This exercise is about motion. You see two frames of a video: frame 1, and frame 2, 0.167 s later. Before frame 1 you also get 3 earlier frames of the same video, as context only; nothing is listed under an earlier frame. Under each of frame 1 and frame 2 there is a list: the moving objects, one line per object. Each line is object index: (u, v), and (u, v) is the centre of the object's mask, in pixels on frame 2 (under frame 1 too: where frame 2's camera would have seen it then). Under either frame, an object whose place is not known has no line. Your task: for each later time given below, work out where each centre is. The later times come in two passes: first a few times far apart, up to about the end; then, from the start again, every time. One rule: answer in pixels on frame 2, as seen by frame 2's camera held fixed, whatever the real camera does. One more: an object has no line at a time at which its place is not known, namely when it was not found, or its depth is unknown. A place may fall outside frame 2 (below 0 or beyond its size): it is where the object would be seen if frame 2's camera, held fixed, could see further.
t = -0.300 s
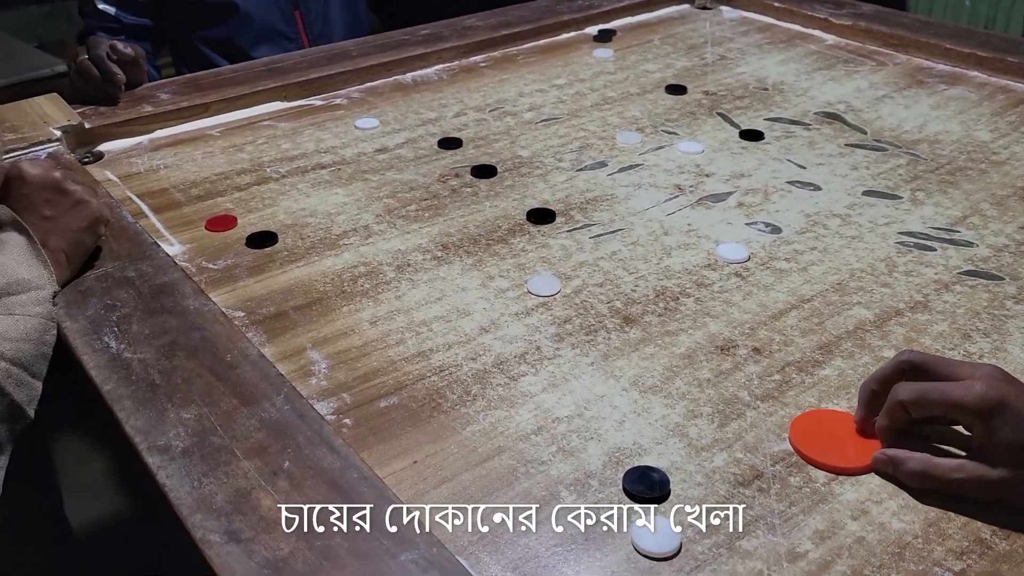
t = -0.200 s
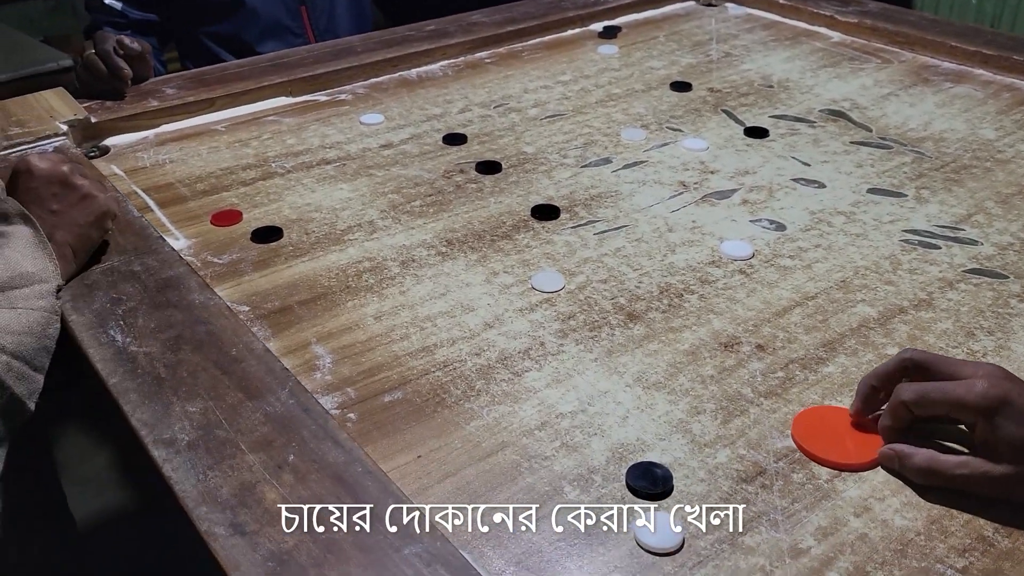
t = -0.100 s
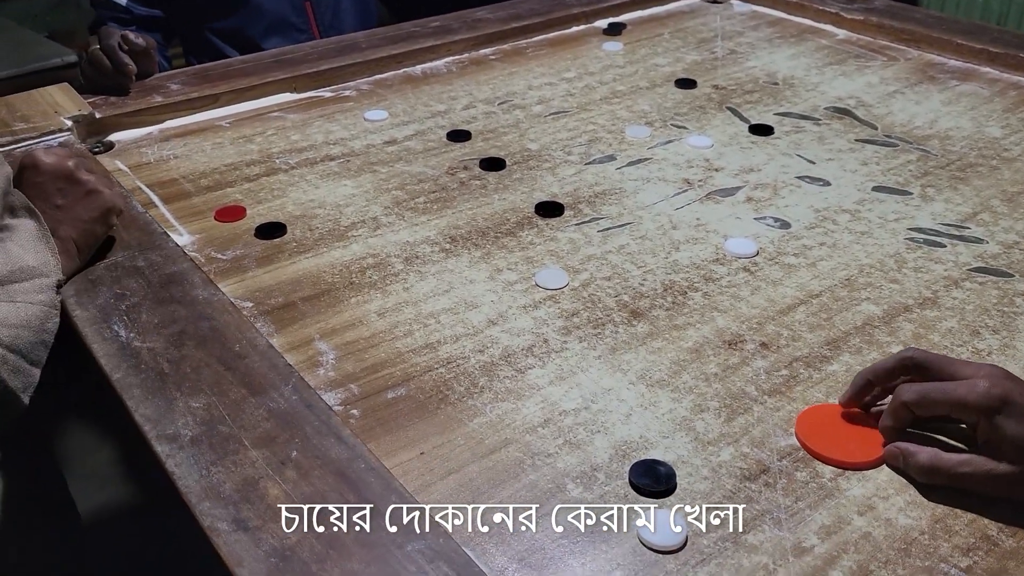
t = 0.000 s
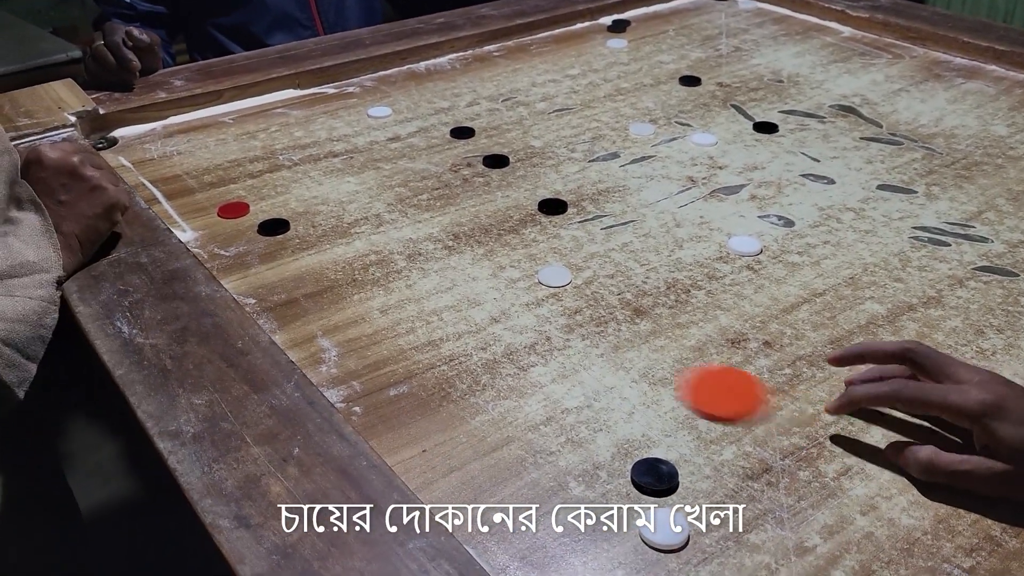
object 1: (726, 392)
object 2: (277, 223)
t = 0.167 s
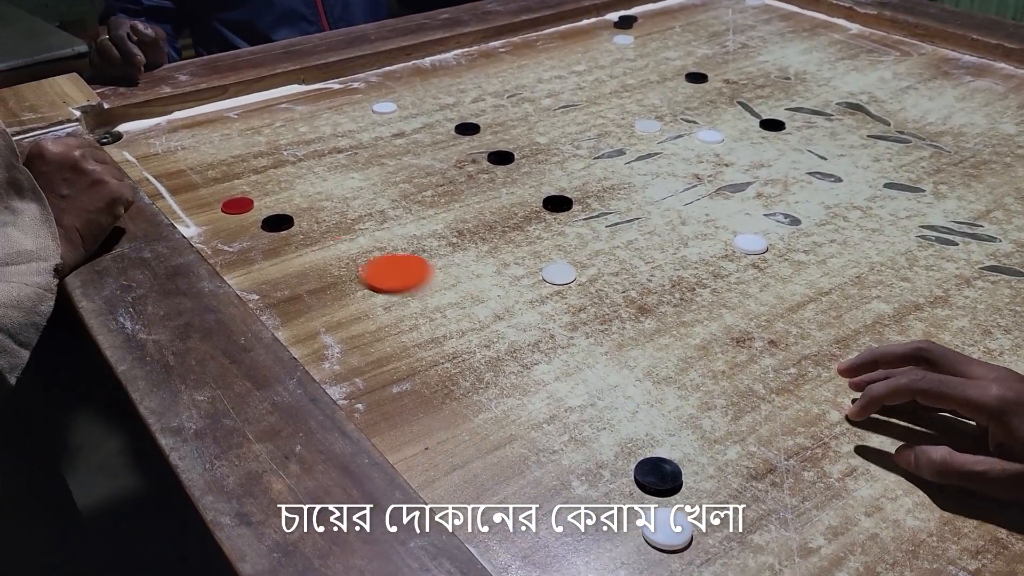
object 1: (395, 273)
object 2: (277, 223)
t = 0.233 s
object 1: (310, 240)
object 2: (277, 223)
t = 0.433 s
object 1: (198, 203)
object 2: (221, 152)
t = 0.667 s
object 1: (173, 190)
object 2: (198, 114)
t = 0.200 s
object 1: (350, 255)
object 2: (277, 223)
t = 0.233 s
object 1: (310, 240)
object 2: (277, 223)
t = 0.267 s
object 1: (281, 230)
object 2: (260, 210)
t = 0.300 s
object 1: (259, 223)
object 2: (252, 198)
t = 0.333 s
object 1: (240, 217)
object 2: (242, 184)
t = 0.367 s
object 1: (223, 212)
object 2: (234, 172)
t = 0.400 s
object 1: (209, 207)
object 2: (227, 161)
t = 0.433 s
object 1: (198, 203)
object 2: (221, 152)
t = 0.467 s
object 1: (188, 200)
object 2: (215, 144)
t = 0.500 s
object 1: (181, 196)
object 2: (211, 137)
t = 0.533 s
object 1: (176, 193)
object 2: (207, 130)
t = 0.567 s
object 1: (174, 191)
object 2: (203, 124)
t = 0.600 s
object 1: (173, 191)
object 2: (201, 119)
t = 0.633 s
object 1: (173, 190)
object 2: (199, 115)
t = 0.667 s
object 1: (173, 190)
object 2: (198, 114)
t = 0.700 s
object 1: (173, 190)
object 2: (198, 114)
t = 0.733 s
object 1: (173, 190)
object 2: (198, 114)
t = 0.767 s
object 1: (173, 190)
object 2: (198, 115)
